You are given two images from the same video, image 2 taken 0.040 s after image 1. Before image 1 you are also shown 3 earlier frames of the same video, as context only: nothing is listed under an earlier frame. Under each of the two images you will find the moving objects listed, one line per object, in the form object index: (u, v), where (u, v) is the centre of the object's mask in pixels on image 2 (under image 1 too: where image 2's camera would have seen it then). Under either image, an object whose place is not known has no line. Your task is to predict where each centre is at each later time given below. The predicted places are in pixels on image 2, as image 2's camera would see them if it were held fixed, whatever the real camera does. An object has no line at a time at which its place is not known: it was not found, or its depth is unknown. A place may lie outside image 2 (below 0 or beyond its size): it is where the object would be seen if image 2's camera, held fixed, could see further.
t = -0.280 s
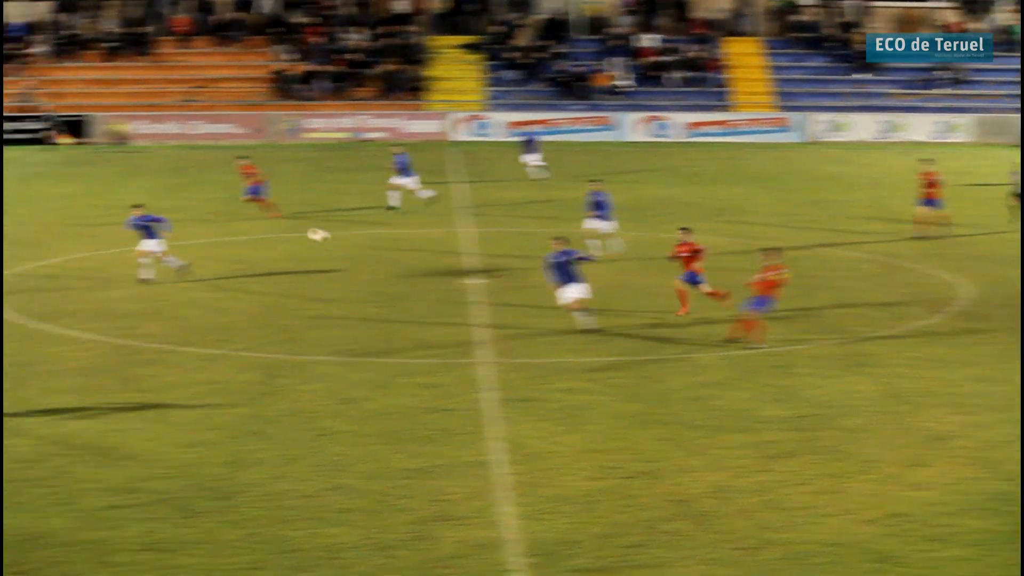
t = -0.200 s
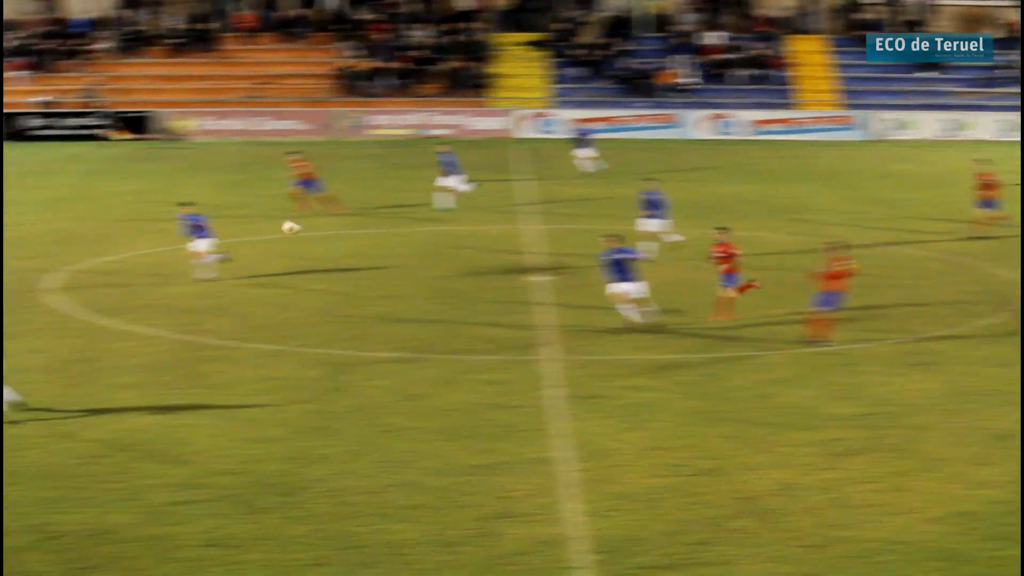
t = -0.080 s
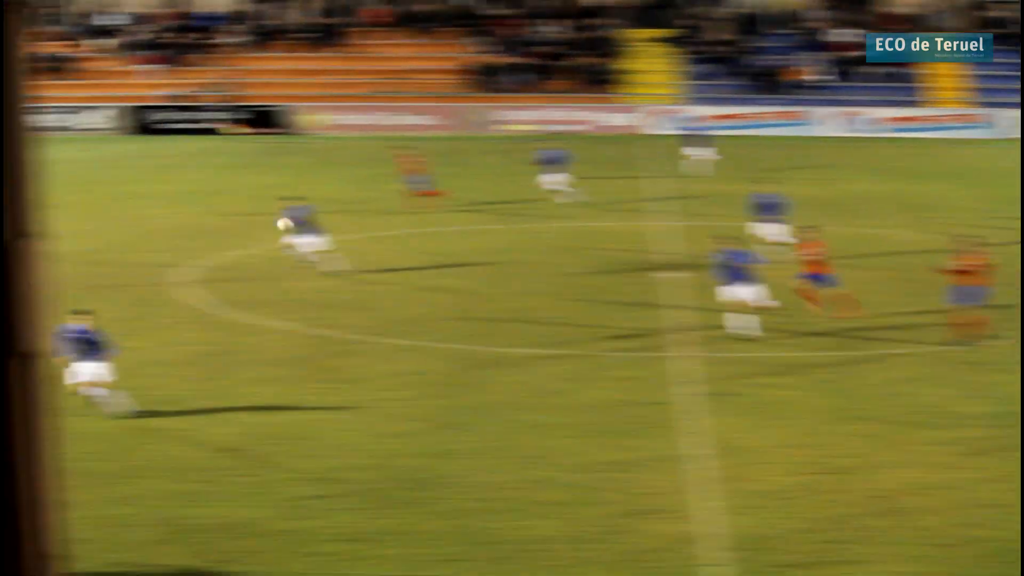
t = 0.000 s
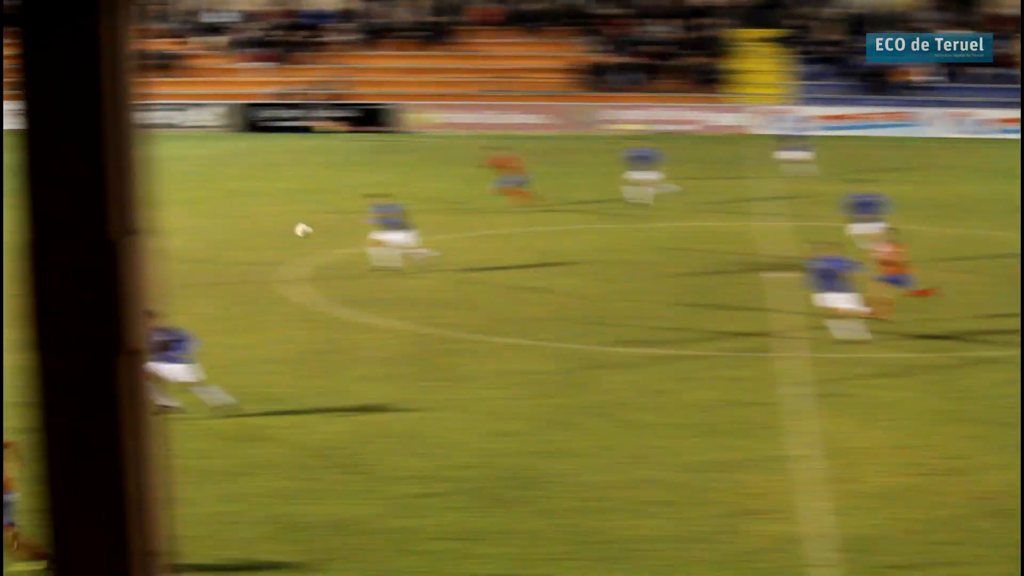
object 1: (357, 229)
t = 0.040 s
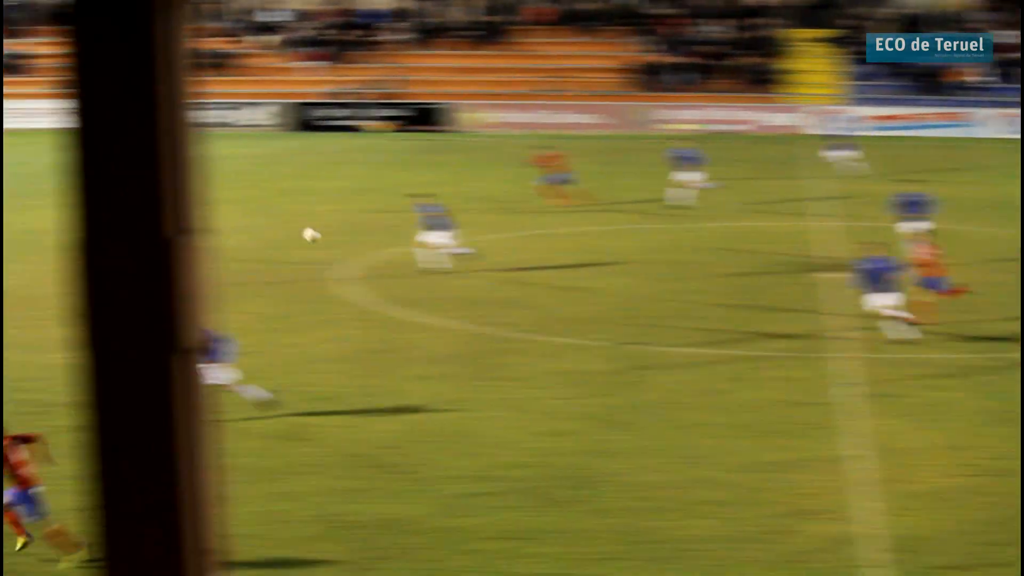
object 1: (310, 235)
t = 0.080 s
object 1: (263, 240)
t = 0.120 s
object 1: (220, 249)
